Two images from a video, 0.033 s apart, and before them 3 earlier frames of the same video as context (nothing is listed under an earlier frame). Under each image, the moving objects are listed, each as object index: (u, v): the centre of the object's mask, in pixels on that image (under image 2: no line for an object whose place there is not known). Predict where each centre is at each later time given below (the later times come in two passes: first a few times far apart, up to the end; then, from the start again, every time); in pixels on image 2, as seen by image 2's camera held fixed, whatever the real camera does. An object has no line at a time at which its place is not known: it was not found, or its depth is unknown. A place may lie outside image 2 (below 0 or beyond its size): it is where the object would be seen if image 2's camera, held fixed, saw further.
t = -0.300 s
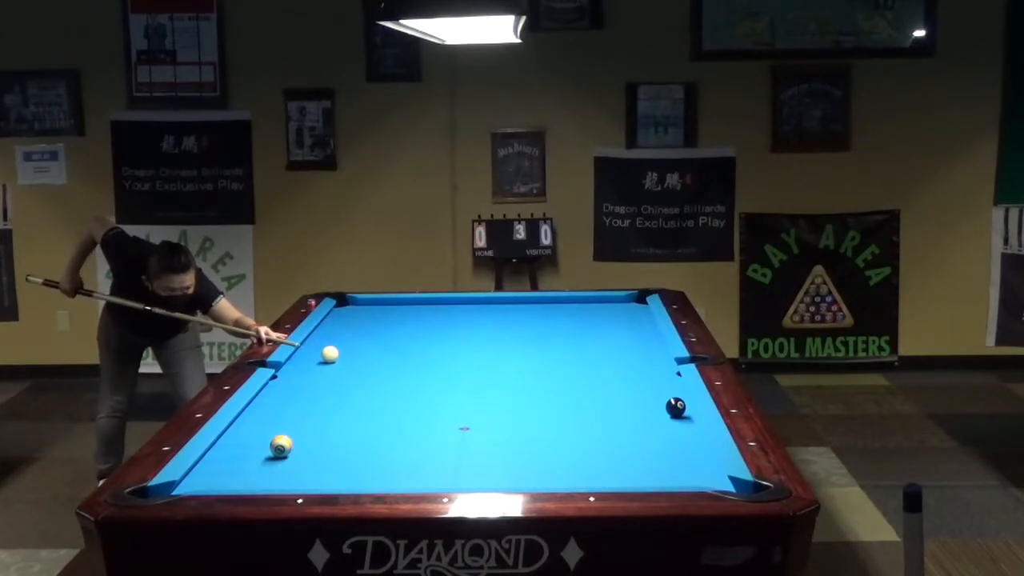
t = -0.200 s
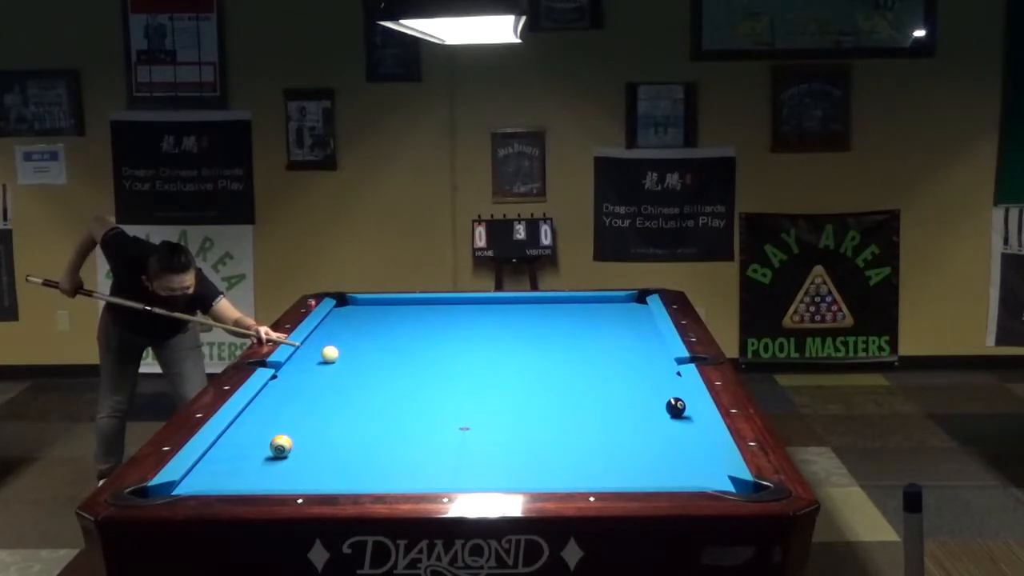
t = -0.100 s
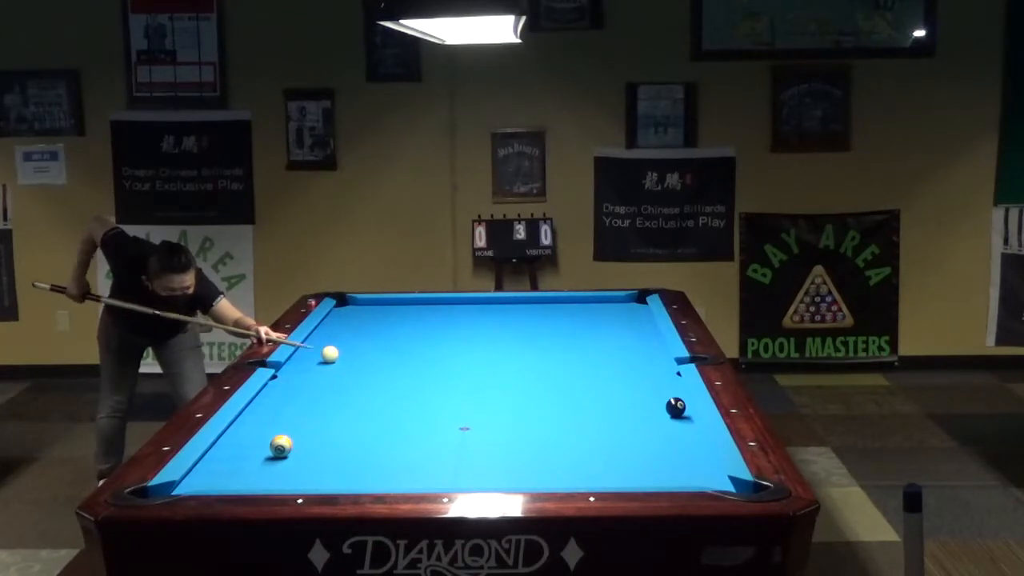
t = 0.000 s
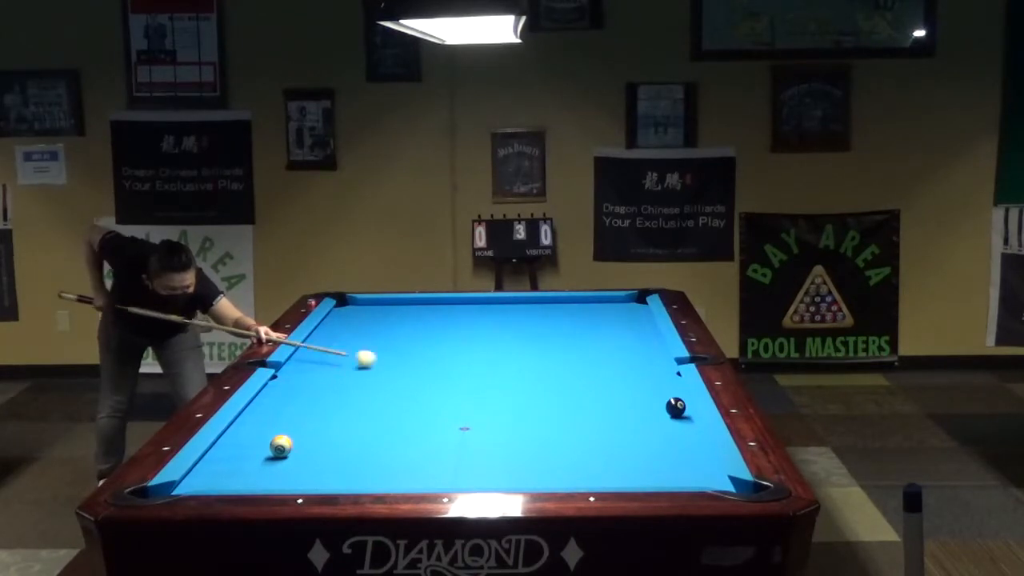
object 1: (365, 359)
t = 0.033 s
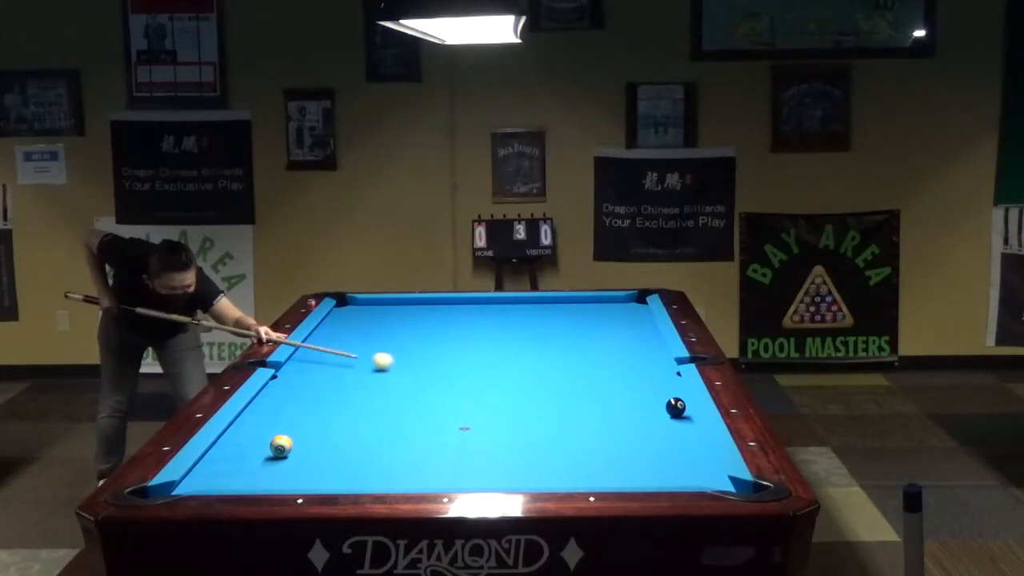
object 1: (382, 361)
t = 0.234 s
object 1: (489, 376)
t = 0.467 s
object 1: (629, 395)
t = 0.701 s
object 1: (625, 400)
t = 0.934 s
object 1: (549, 403)
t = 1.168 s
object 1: (475, 406)
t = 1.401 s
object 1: (403, 408)
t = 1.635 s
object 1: (332, 410)
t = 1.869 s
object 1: (262, 412)
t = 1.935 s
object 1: (253, 412)
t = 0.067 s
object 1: (399, 364)
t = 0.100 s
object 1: (417, 366)
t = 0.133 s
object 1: (435, 368)
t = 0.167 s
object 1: (452, 371)
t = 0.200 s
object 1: (470, 373)
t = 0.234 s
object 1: (489, 376)
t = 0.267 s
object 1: (508, 378)
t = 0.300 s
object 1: (527, 381)
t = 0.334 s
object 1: (546, 384)
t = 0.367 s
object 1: (566, 387)
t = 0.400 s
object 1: (587, 390)
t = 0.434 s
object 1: (607, 392)
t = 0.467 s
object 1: (629, 395)
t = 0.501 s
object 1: (649, 398)
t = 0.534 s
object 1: (668, 397)
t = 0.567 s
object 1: (678, 397)
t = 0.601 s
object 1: (664, 400)
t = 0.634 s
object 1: (650, 400)
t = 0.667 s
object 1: (637, 400)
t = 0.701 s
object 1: (625, 400)
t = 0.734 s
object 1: (613, 400)
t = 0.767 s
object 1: (603, 401)
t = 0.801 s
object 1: (592, 401)
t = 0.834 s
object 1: (582, 402)
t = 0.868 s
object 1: (571, 402)
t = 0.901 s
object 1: (560, 402)
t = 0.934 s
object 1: (549, 403)
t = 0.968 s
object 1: (539, 403)
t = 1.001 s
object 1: (528, 404)
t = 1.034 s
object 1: (518, 404)
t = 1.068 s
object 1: (507, 404)
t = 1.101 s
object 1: (497, 405)
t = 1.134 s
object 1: (486, 405)
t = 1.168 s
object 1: (475, 406)
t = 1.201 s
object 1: (465, 406)
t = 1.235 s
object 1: (455, 406)
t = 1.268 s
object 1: (444, 407)
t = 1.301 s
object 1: (434, 407)
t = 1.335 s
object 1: (424, 407)
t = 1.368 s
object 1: (413, 407)
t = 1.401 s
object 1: (403, 408)
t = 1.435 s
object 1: (393, 408)
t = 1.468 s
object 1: (382, 408)
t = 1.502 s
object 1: (372, 408)
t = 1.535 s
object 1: (362, 409)
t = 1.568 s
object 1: (352, 409)
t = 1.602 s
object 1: (342, 410)
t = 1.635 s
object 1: (332, 410)
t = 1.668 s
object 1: (322, 410)
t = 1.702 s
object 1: (311, 410)
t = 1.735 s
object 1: (301, 411)
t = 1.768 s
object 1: (292, 411)
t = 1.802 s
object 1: (281, 411)
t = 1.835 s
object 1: (271, 412)
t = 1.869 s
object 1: (262, 412)
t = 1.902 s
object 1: (252, 412)
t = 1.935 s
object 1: (253, 412)
